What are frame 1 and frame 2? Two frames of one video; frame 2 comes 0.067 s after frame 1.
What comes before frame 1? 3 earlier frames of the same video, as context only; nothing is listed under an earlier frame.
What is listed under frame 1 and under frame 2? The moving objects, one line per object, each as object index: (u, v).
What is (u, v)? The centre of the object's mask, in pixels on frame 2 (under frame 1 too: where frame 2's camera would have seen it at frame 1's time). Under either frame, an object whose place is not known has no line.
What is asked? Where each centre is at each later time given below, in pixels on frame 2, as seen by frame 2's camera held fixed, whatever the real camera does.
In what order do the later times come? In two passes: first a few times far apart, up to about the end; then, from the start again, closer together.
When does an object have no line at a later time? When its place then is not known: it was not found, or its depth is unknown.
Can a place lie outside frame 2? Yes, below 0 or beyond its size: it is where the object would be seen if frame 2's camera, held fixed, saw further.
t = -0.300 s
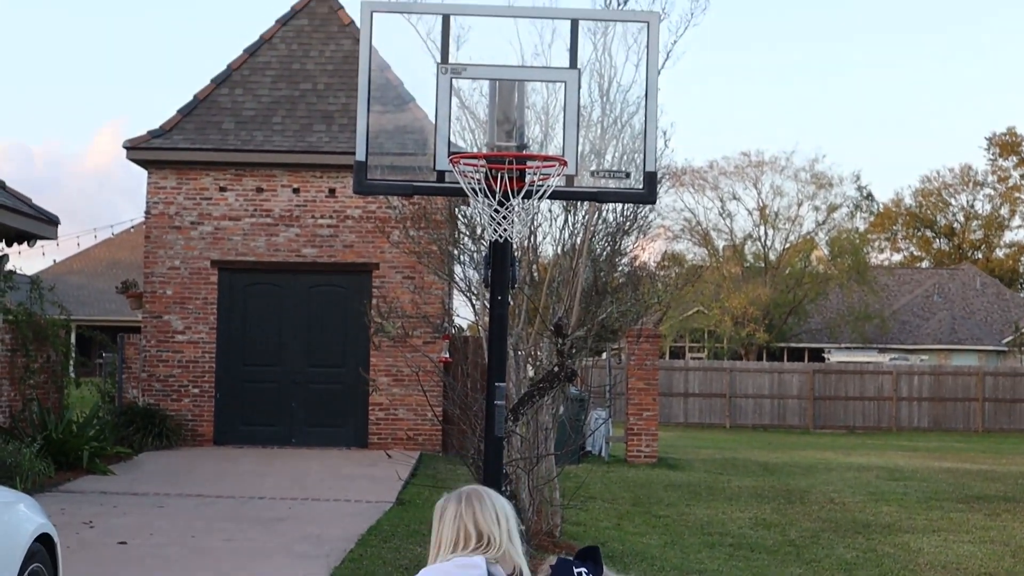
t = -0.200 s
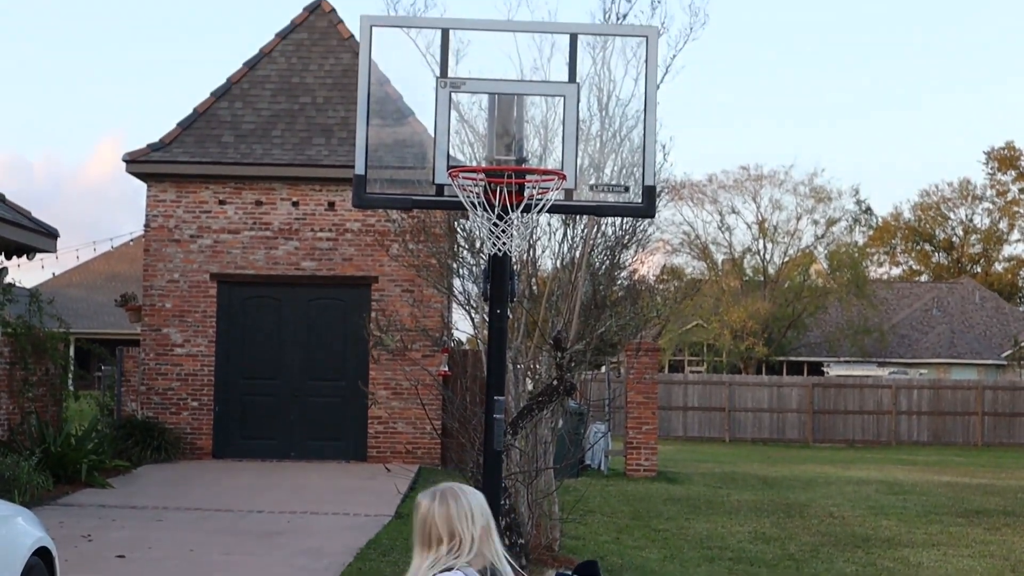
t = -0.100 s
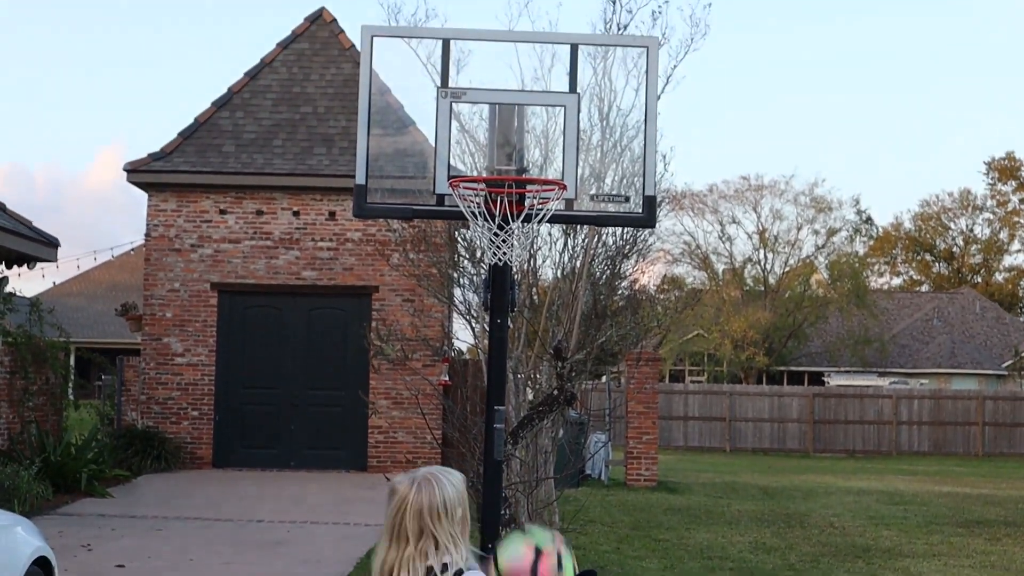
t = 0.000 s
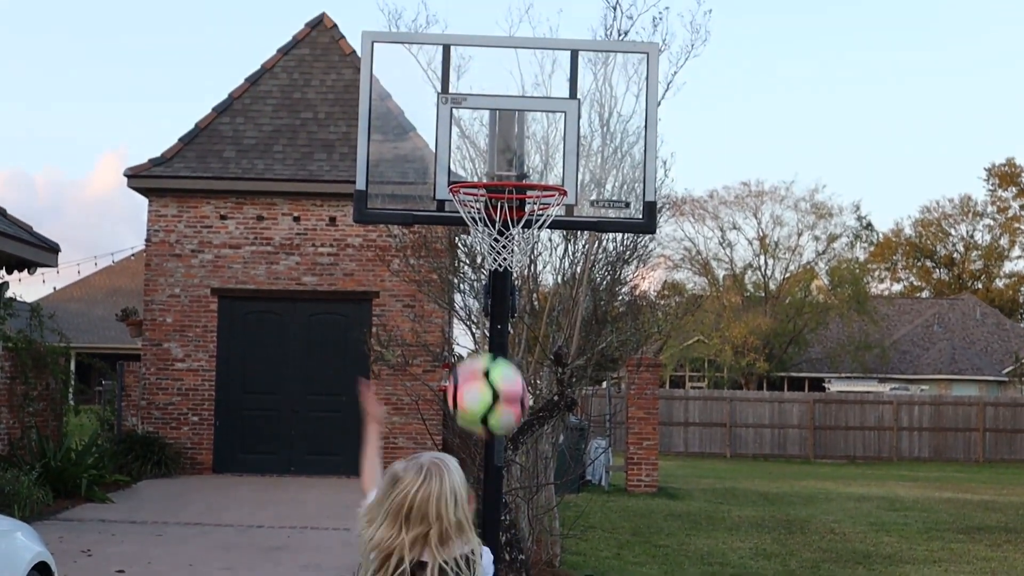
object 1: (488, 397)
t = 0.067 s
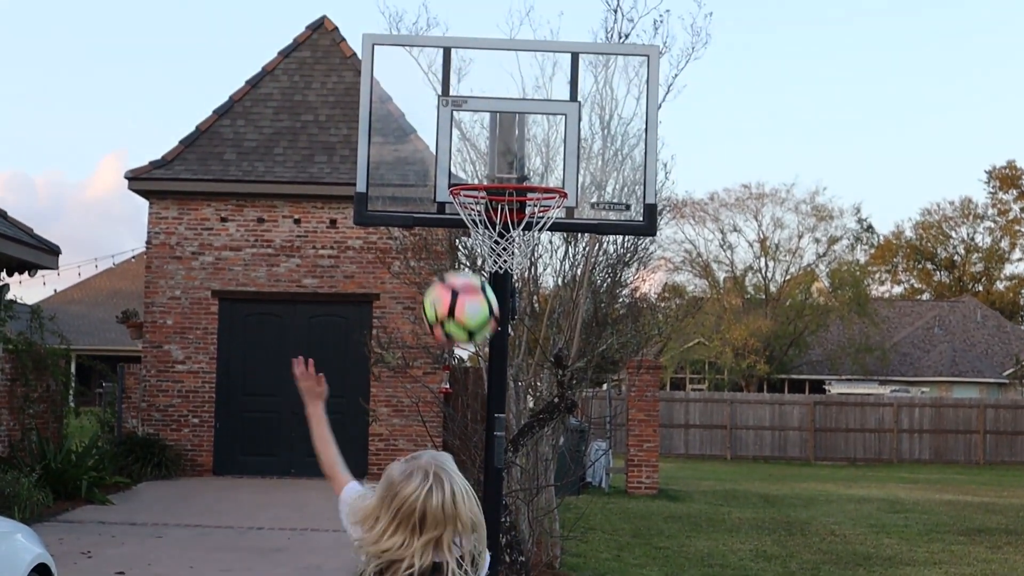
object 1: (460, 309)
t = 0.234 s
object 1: (403, 184)
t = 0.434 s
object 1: (346, 161)
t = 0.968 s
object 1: (239, 509)
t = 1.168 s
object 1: (215, 580)
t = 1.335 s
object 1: (214, 485)
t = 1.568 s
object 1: (208, 434)
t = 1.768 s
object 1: (201, 463)
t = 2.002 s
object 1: (188, 577)
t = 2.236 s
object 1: (185, 519)
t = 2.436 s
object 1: (182, 497)
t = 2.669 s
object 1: (175, 544)
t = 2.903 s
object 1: (174, 537)
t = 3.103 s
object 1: (175, 532)
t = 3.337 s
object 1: (173, 548)
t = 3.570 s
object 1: (177, 541)
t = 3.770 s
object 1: (178, 540)
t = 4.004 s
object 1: (179, 542)
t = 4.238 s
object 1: (180, 540)
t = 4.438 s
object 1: (183, 539)
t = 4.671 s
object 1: (185, 537)
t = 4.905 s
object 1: (188, 533)
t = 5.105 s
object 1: (190, 531)
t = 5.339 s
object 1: (193, 529)
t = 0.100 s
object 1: (446, 274)
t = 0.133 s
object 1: (436, 244)
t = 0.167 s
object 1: (424, 221)
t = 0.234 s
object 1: (403, 184)
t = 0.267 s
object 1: (394, 172)
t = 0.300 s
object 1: (383, 163)
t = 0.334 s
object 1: (374, 158)
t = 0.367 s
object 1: (364, 156)
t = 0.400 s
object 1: (355, 157)
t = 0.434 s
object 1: (346, 161)
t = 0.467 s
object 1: (338, 168)
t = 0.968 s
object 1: (239, 509)
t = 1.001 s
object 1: (234, 544)
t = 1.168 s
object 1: (215, 580)
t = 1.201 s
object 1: (215, 561)
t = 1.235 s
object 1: (215, 538)
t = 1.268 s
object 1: (215, 518)
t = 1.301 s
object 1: (215, 500)
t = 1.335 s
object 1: (214, 485)
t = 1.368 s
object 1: (213, 471)
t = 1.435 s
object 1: (212, 451)
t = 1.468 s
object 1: (211, 444)
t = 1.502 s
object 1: (210, 439)
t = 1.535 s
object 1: (209, 435)
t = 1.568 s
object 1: (208, 434)
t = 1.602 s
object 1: (207, 435)
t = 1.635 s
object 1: (206, 437)
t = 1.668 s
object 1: (204, 441)
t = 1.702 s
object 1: (203, 447)
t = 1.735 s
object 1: (202, 453)
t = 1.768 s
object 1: (201, 463)
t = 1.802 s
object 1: (199, 474)
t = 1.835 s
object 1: (197, 486)
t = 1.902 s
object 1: (193, 518)
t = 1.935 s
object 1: (192, 536)
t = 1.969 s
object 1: (190, 555)
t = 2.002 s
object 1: (188, 577)
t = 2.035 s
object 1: (186, 597)
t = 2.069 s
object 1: (185, 587)
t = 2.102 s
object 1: (185, 570)
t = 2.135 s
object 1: (185, 555)
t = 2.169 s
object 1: (186, 540)
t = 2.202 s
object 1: (186, 529)
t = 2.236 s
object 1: (185, 519)
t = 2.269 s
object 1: (185, 511)
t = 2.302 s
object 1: (184, 505)
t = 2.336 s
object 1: (184, 501)
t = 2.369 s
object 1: (183, 498)
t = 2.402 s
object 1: (183, 496)
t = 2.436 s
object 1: (182, 497)
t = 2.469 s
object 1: (182, 499)
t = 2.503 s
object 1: (181, 502)
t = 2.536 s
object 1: (180, 508)
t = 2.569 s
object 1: (179, 514)
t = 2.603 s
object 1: (178, 522)
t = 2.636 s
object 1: (177, 533)
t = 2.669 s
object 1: (175, 544)
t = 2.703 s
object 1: (174, 557)
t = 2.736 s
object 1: (173, 571)
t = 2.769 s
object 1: (173, 571)
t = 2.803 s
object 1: (173, 560)
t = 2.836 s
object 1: (174, 550)
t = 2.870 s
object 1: (174, 543)
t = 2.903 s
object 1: (174, 537)
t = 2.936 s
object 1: (174, 533)
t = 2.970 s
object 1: (174, 529)
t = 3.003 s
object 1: (175, 528)
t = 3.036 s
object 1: (175, 528)
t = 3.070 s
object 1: (174, 529)
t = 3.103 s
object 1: (175, 532)
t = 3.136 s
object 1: (174, 537)
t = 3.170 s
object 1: (174, 542)
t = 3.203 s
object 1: (173, 549)
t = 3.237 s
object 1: (172, 557)
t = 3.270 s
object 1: (172, 563)
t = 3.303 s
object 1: (172, 554)
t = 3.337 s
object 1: (173, 548)
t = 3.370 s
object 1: (175, 543)
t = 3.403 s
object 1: (175, 539)
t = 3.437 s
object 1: (176, 537)
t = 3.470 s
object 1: (176, 536)
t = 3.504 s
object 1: (177, 536)
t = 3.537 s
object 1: (177, 538)
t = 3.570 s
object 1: (177, 541)
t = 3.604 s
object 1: (176, 547)
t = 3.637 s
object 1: (174, 553)
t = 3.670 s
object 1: (175, 552)
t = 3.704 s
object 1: (176, 547)
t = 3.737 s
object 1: (177, 542)
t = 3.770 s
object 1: (178, 540)
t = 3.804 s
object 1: (178, 538)
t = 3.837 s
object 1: (179, 540)
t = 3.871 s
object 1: (179, 541)
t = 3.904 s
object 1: (178, 545)
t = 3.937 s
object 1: (178, 550)
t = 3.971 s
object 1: (179, 546)
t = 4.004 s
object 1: (179, 542)
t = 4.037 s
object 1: (180, 540)
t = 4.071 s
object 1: (180, 540)
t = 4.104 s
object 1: (180, 541)
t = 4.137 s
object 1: (180, 543)
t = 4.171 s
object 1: (180, 546)
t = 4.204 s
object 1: (180, 543)
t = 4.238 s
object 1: (180, 540)
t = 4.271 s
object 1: (181, 539)
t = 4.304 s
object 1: (181, 540)
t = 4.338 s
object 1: (181, 541)
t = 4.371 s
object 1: (182, 542)
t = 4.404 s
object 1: (182, 540)
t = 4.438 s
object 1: (183, 539)
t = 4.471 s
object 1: (183, 540)
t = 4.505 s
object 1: (183, 539)
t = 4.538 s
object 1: (184, 538)
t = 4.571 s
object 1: (184, 538)
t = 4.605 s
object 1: (184, 538)
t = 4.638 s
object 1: (185, 537)
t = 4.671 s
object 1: (185, 537)
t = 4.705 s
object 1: (185, 537)
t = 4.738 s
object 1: (185, 536)
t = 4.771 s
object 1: (186, 535)
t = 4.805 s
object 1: (186, 535)
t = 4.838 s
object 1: (187, 535)
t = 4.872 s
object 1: (187, 534)
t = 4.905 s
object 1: (188, 533)
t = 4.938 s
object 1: (188, 533)
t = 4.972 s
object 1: (189, 533)
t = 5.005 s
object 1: (189, 533)
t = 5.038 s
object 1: (190, 533)
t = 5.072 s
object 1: (190, 532)
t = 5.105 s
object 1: (190, 531)
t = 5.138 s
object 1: (191, 532)
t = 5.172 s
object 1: (191, 531)
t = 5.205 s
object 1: (192, 530)
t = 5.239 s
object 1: (192, 530)
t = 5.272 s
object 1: (193, 530)
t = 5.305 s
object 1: (193, 529)
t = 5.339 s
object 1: (193, 529)
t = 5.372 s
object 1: (194, 528)
